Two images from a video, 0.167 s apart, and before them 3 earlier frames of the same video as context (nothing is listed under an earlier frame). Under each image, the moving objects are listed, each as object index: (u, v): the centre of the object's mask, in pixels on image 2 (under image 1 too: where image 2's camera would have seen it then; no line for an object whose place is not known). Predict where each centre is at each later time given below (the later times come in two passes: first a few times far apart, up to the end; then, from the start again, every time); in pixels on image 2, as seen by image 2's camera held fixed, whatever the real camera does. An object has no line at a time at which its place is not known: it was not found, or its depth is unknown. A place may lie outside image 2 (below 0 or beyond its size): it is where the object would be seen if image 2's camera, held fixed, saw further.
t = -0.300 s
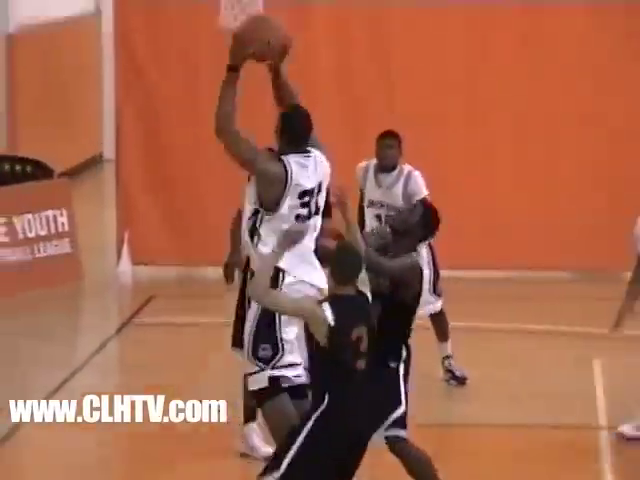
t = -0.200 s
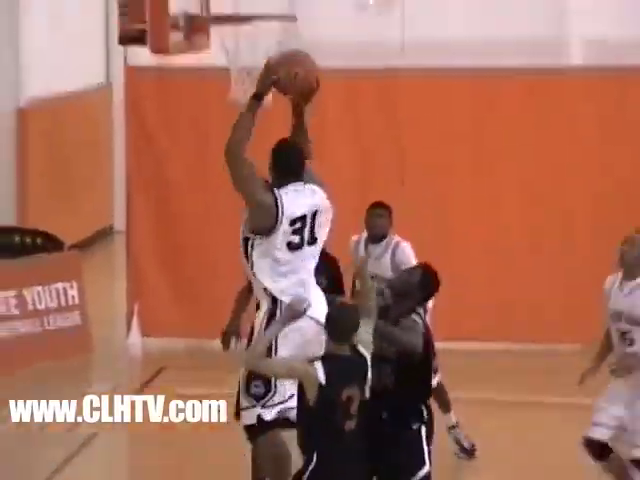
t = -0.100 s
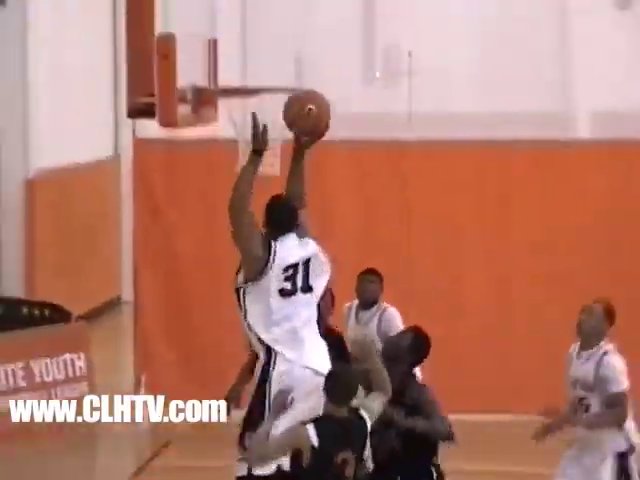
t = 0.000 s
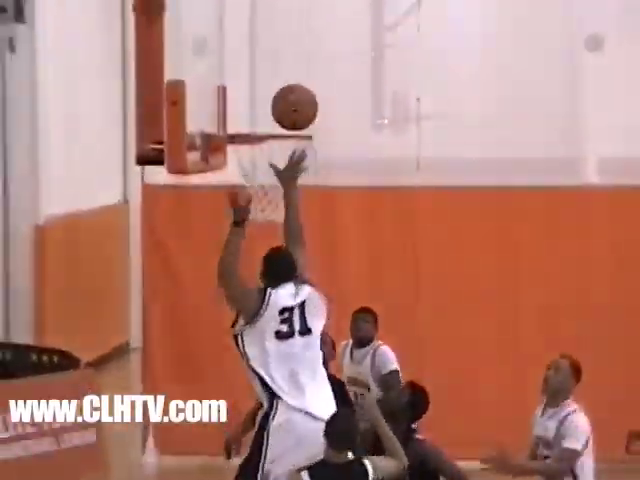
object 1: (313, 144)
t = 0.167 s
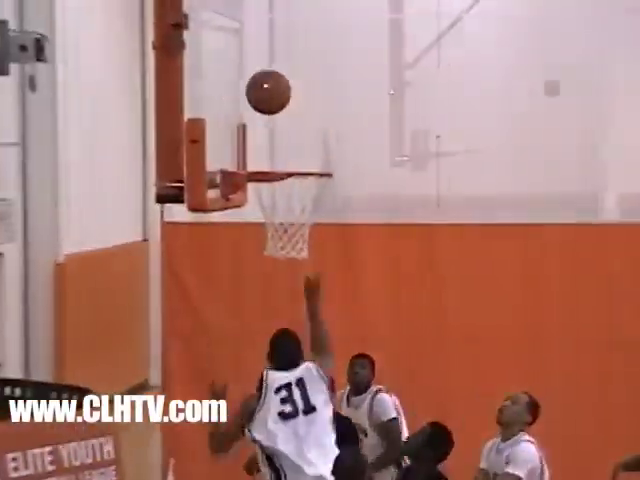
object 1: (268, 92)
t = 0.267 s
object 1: (243, 86)
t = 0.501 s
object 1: (286, 149)
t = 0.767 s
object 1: (319, 228)
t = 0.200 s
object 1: (259, 88)
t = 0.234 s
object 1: (251, 86)
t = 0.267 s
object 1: (243, 86)
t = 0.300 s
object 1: (235, 88)
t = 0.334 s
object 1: (235, 93)
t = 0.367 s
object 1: (245, 100)
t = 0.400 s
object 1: (256, 110)
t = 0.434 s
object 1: (266, 121)
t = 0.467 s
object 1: (276, 134)
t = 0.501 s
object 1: (286, 149)
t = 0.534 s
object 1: (296, 164)
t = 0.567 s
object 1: (306, 185)
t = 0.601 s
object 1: (314, 202)
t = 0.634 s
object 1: (319, 211)
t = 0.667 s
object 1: (320, 218)
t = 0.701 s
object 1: (320, 221)
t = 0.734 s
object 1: (320, 225)
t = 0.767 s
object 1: (319, 228)
